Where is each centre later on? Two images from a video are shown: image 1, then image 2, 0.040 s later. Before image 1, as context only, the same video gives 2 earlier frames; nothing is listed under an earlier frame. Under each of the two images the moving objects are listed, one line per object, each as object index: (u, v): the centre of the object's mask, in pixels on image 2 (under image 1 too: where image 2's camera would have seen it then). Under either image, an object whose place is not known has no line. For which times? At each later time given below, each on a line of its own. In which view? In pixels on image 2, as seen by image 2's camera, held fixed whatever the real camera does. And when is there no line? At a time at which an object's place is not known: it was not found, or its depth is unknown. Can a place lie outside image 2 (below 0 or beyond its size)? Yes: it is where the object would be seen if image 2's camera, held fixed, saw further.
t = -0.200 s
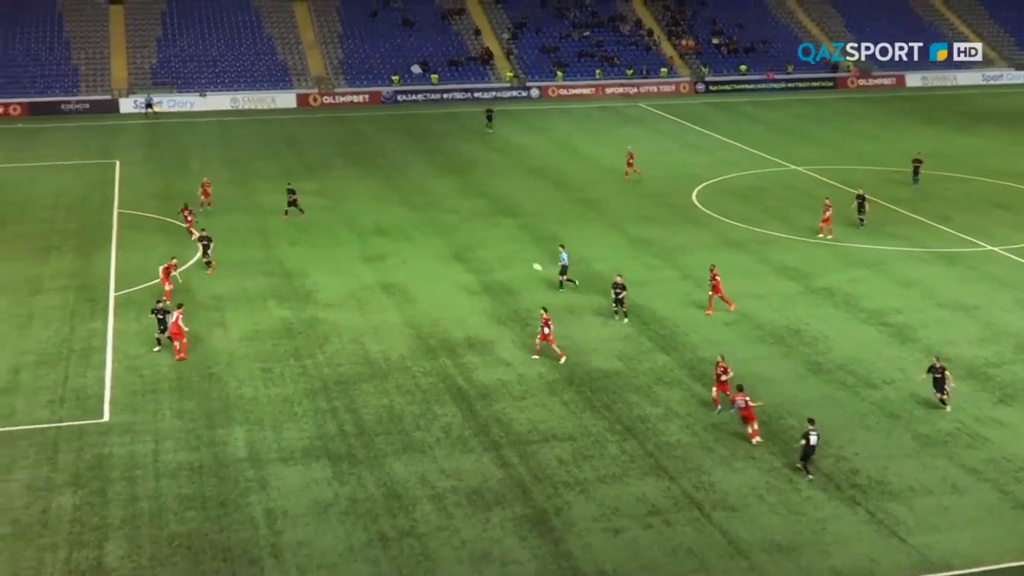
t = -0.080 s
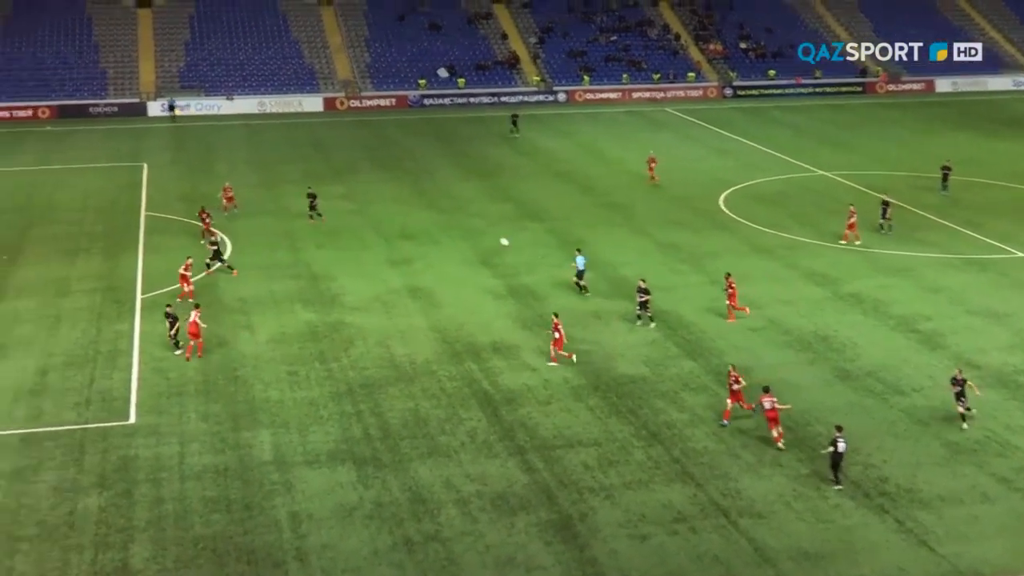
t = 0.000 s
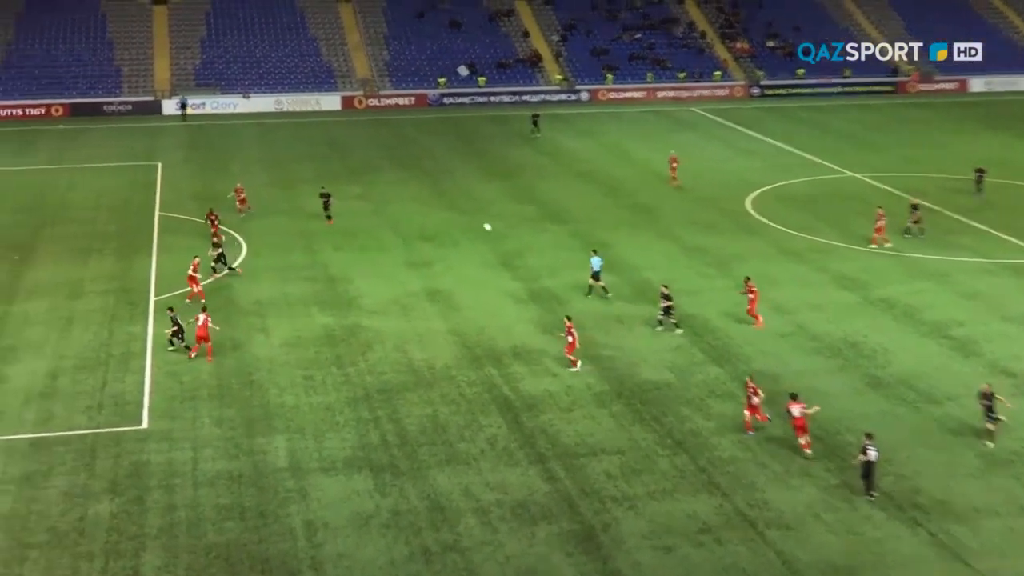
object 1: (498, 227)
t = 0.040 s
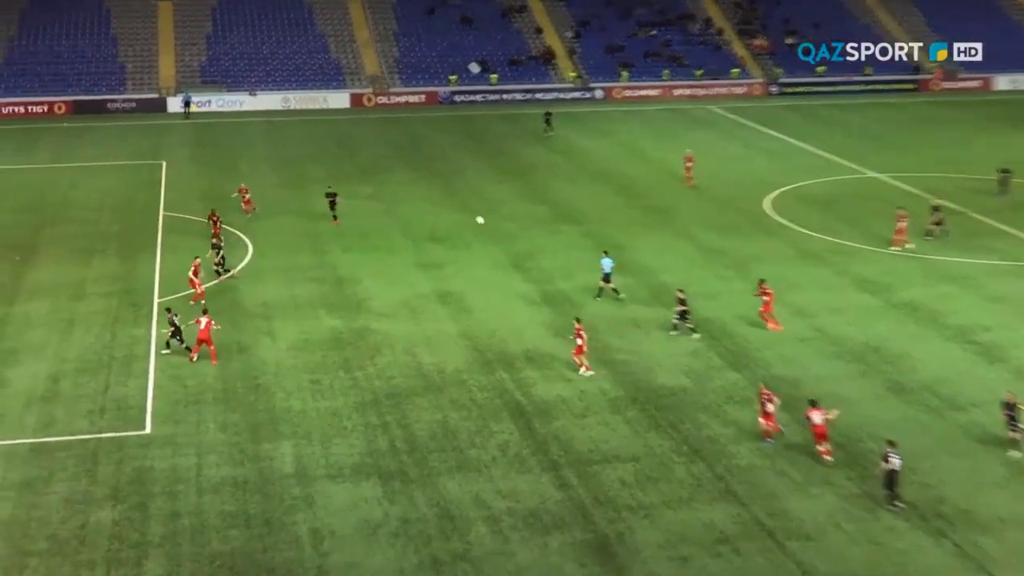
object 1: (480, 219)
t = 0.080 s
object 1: (462, 211)
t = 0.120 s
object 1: (445, 205)
